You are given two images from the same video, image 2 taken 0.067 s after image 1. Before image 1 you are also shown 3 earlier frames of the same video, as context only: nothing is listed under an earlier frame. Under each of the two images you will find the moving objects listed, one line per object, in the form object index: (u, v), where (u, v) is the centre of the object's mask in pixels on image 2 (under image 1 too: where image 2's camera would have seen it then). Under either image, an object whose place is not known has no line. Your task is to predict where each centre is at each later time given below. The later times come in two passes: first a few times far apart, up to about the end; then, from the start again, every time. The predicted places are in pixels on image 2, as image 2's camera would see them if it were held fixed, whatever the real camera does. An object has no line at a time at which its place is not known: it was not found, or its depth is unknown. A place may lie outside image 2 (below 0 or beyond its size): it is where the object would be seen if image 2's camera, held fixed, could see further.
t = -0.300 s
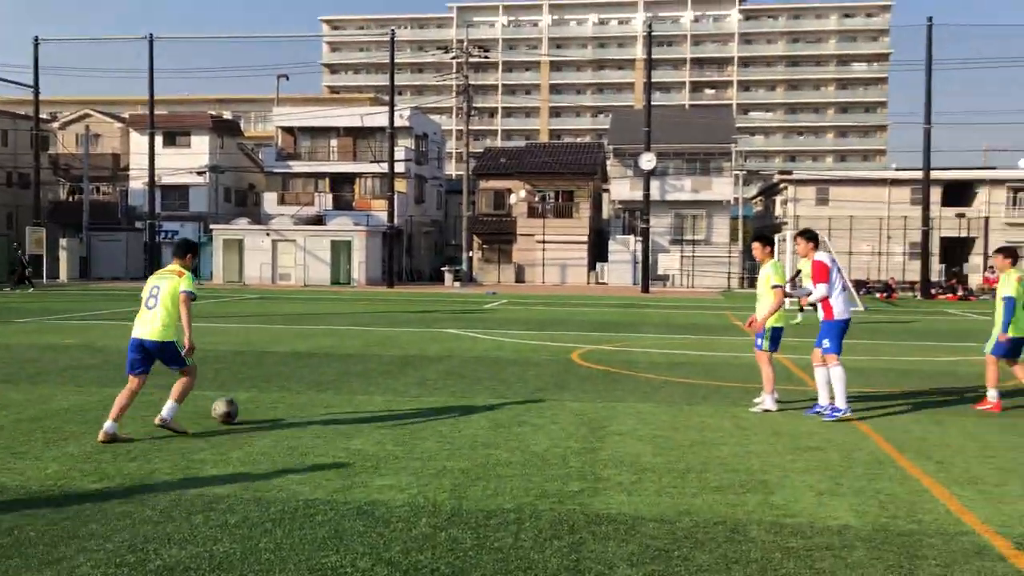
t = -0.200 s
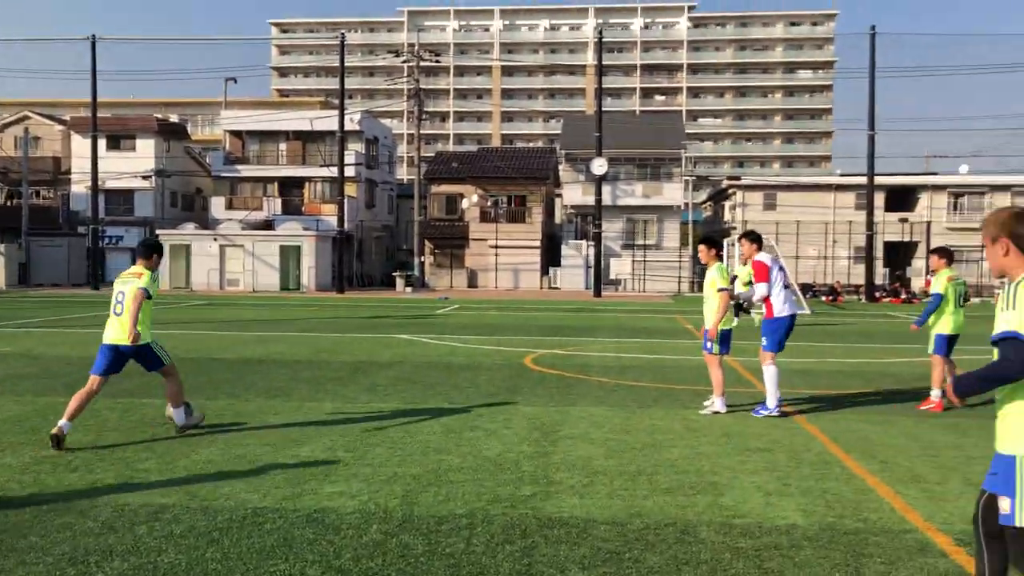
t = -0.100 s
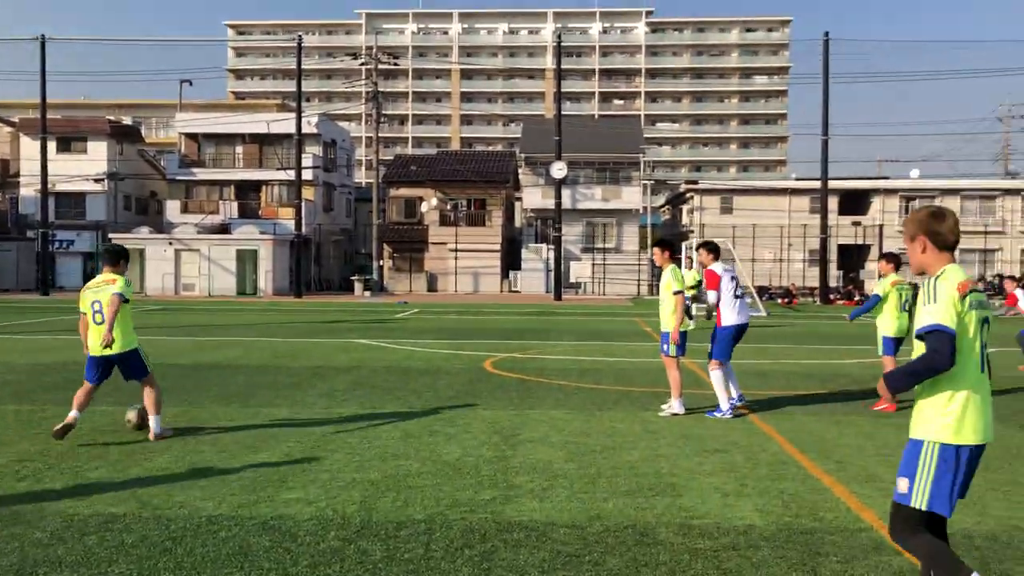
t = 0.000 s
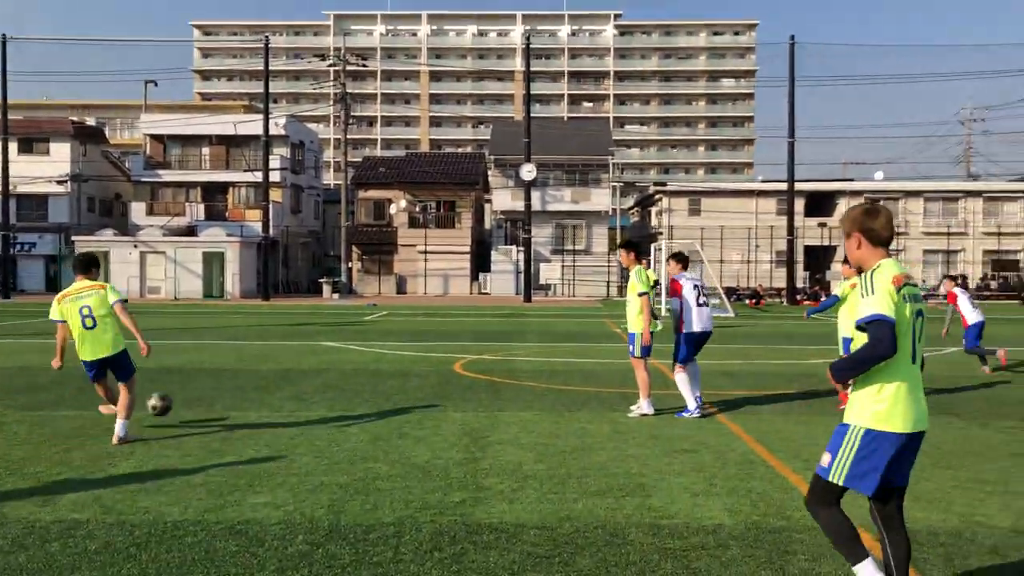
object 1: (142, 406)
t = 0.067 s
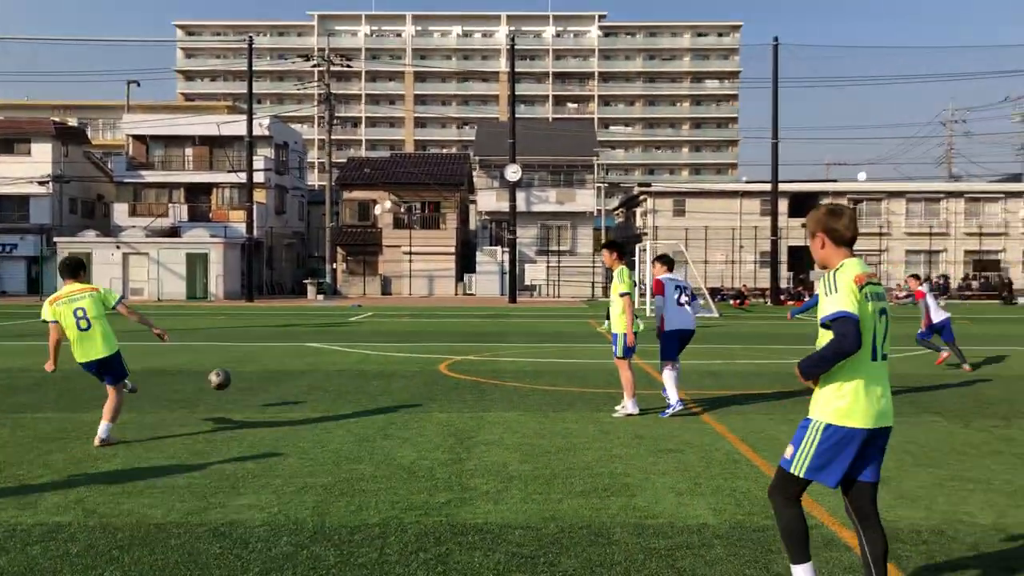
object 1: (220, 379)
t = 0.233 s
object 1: (358, 344)
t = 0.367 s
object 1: (433, 337)
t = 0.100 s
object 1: (252, 369)
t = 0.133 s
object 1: (282, 360)
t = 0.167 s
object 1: (310, 353)
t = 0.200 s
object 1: (335, 348)
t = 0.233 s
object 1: (358, 344)
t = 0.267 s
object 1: (379, 340)
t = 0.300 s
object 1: (398, 339)
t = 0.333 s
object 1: (416, 337)
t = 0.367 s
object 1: (433, 337)
